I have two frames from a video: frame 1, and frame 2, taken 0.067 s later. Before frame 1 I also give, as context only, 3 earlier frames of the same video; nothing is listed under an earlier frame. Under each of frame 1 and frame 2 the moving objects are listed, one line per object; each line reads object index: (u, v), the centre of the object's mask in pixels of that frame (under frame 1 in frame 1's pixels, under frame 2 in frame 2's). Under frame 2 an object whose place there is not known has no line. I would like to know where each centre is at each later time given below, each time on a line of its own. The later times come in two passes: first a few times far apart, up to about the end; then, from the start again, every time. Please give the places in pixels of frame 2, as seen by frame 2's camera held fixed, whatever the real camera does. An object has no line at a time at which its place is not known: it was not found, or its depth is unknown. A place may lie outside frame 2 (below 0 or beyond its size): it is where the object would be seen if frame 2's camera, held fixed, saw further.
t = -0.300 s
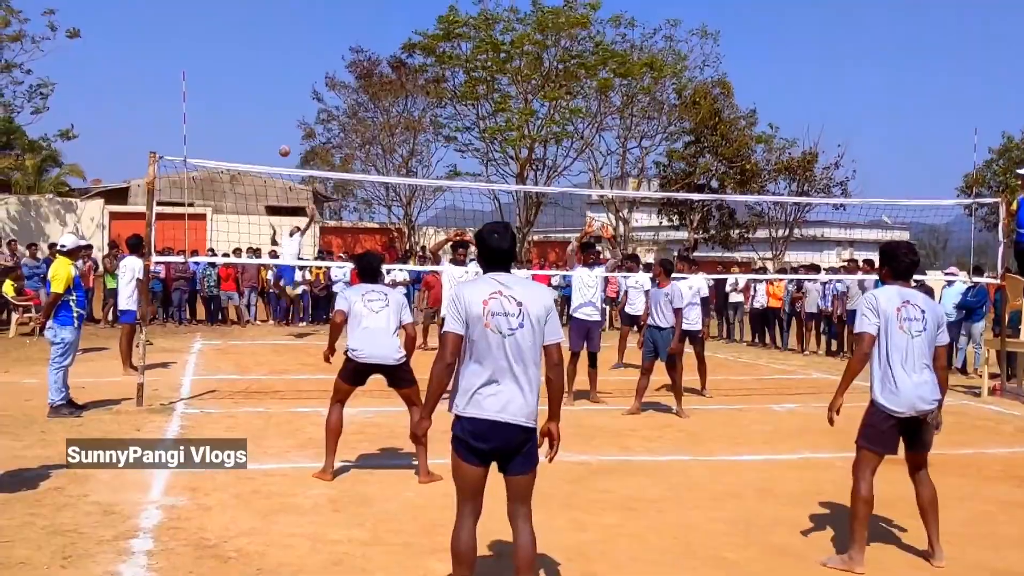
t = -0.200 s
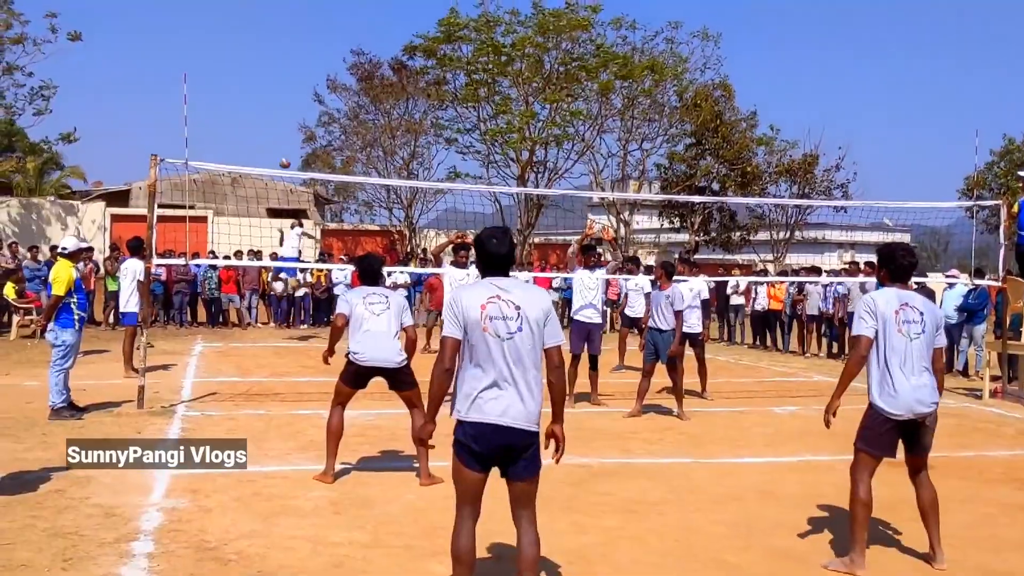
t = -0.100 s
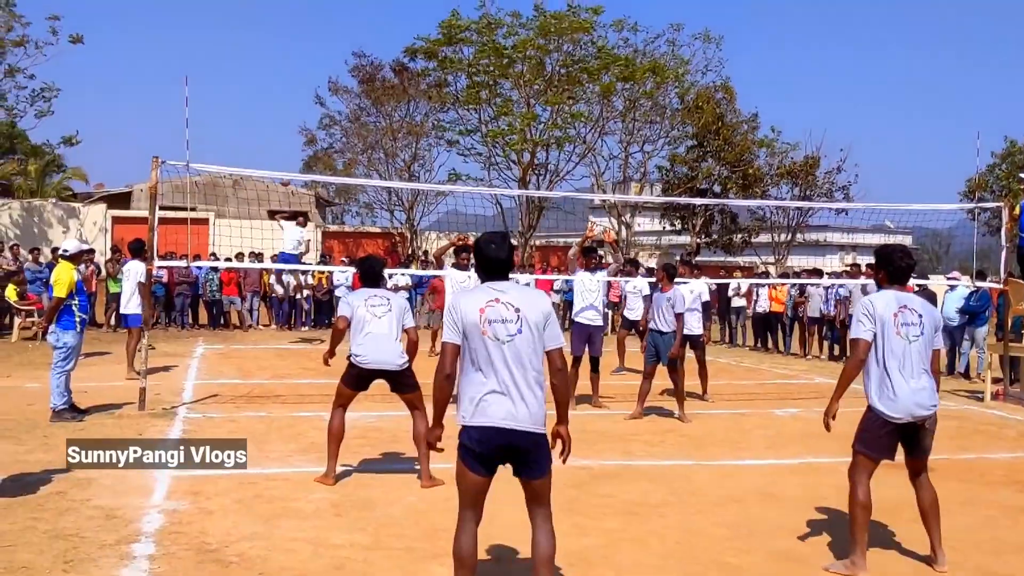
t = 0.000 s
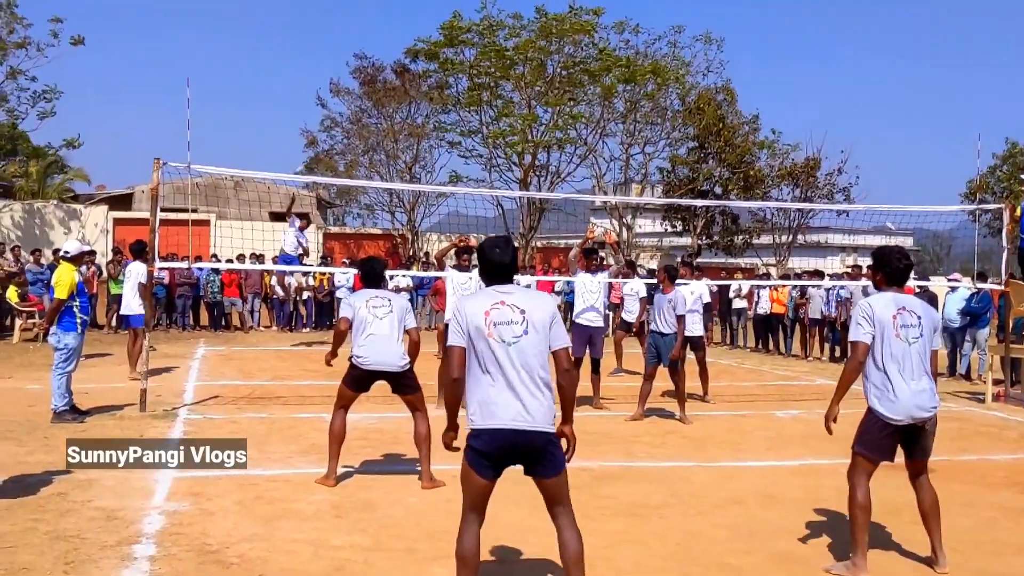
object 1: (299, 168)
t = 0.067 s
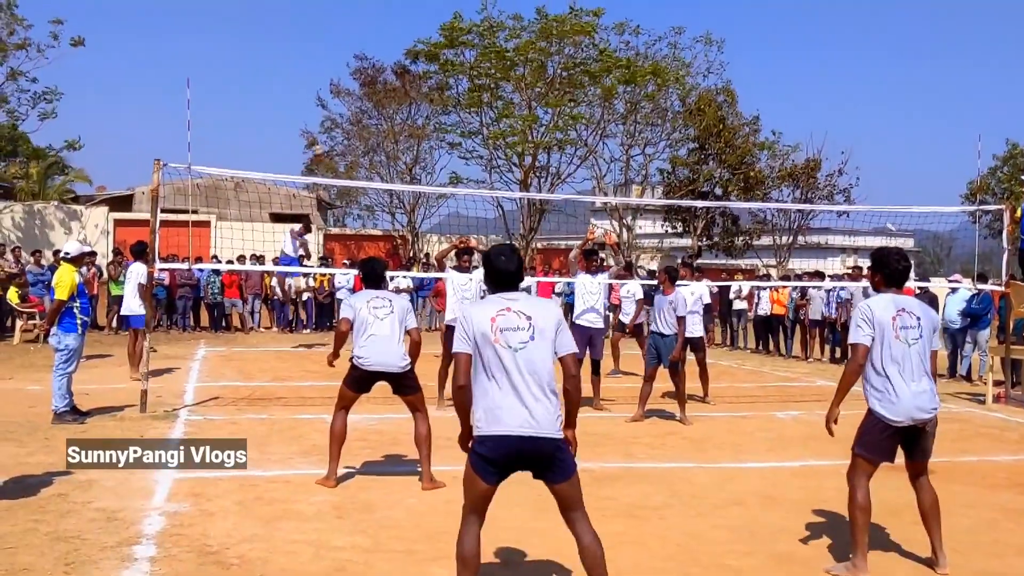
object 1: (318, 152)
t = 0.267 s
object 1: (391, 102)
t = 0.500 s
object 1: (528, 91)
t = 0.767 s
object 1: (814, 188)
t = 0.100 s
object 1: (327, 142)
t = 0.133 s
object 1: (338, 132)
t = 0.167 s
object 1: (350, 123)
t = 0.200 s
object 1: (362, 114)
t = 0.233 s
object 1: (376, 108)
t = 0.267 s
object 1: (391, 102)
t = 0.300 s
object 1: (406, 97)
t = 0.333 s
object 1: (422, 92)
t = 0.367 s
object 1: (441, 90)
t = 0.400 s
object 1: (460, 88)
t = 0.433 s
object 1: (482, 87)
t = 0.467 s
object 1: (505, 88)
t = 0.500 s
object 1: (528, 91)
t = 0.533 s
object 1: (554, 94)
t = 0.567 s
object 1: (582, 101)
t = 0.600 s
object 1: (615, 108)
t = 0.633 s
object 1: (646, 118)
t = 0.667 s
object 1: (683, 131)
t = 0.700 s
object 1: (724, 147)
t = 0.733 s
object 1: (767, 167)
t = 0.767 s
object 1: (814, 188)
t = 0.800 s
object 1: (868, 216)
